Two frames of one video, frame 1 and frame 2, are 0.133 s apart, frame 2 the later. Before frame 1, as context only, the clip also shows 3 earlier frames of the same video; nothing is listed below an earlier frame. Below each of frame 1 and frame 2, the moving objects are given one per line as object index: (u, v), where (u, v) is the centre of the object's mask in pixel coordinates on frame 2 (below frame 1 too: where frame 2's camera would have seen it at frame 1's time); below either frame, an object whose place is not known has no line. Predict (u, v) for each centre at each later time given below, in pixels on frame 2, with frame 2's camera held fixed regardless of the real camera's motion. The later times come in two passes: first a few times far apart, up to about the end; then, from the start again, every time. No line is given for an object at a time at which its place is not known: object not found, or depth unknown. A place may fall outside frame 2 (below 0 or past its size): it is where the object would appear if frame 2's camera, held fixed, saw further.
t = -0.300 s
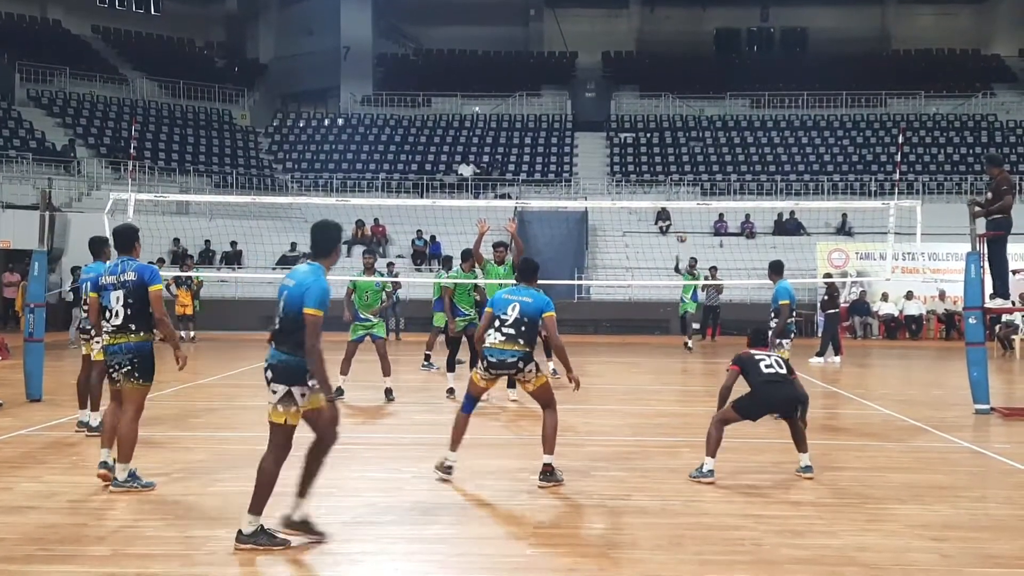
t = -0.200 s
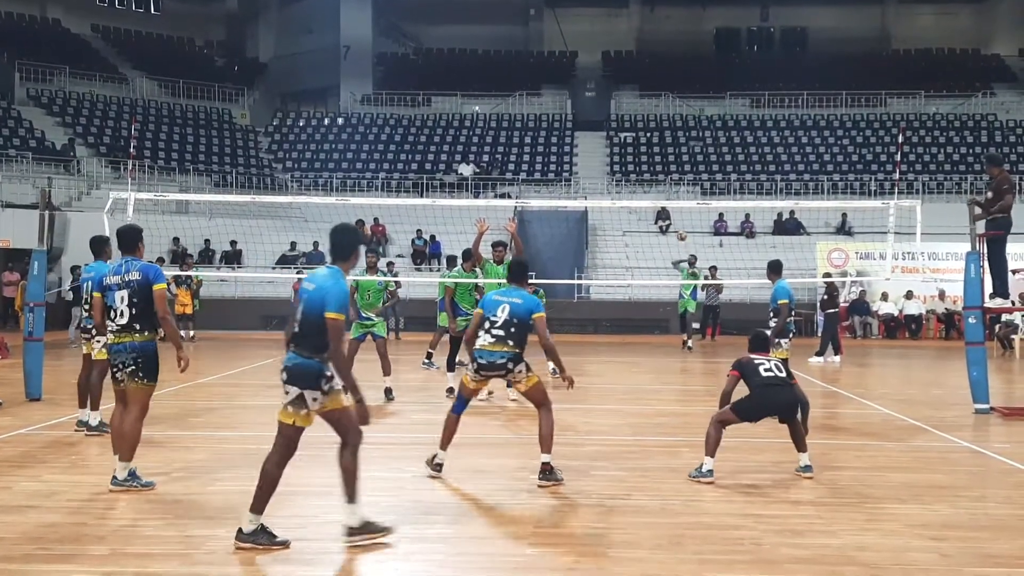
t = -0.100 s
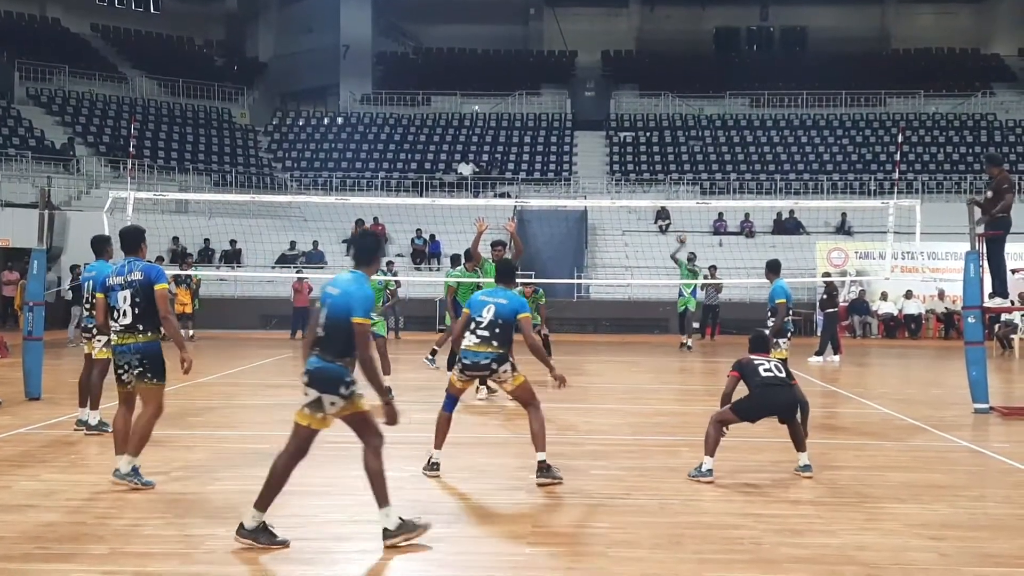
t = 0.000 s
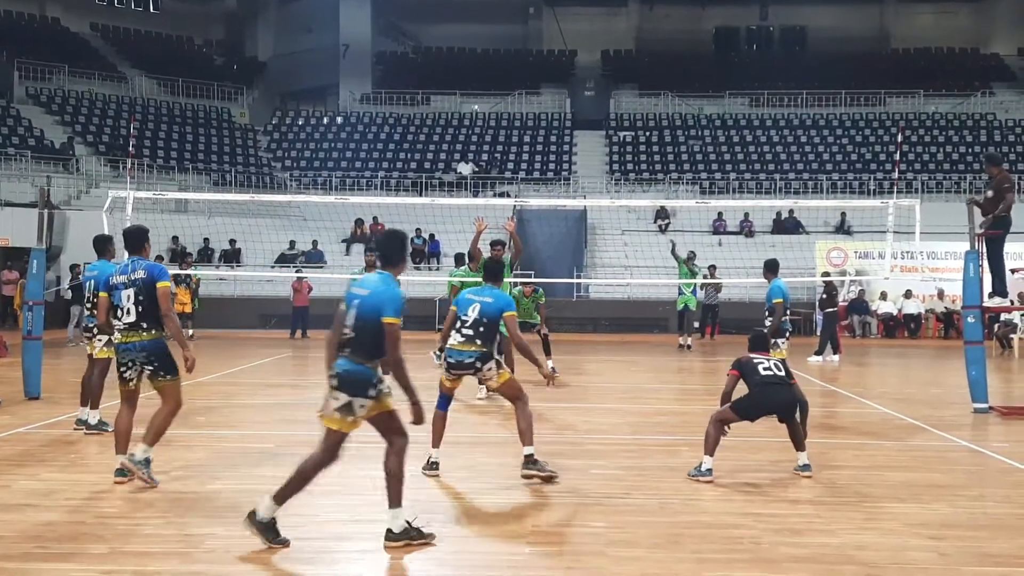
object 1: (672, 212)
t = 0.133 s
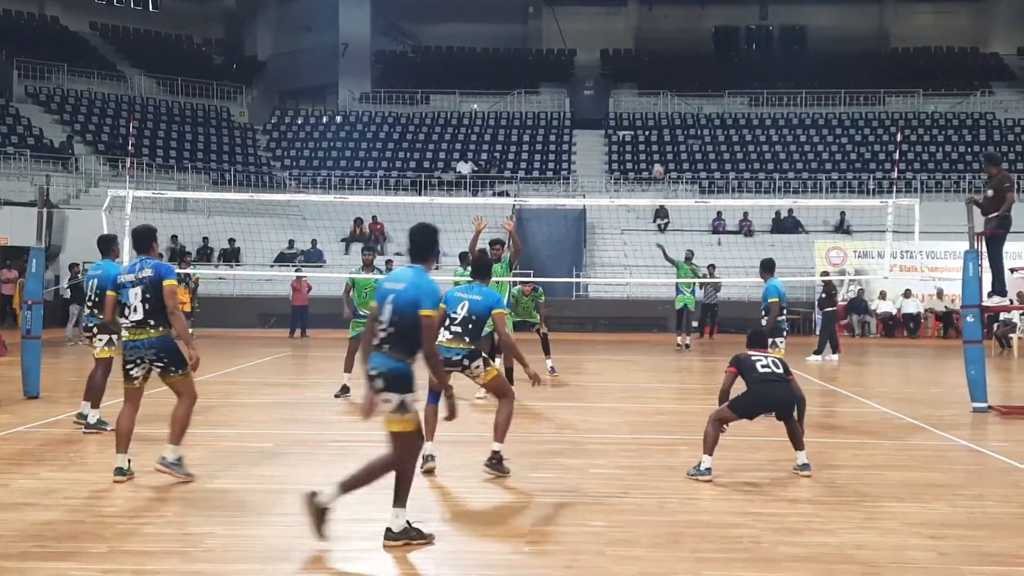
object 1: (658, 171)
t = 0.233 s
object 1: (648, 143)
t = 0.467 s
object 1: (621, 96)
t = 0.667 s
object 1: (587, 78)
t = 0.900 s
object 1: (540, 94)
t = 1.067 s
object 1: (497, 144)
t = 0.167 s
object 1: (655, 162)
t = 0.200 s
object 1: (652, 152)
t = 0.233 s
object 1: (648, 143)
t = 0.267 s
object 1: (645, 135)
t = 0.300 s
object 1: (641, 127)
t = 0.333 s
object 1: (638, 120)
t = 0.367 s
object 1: (634, 113)
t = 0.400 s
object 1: (630, 106)
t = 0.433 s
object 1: (625, 100)
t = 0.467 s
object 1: (621, 96)
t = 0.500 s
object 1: (616, 91)
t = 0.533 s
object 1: (611, 88)
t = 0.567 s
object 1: (605, 84)
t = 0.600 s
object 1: (599, 81)
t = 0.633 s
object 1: (593, 80)
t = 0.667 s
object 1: (587, 78)
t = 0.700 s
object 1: (582, 78)
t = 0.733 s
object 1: (575, 78)
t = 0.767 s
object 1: (568, 79)
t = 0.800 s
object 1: (561, 81)
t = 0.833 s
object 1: (555, 84)
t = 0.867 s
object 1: (548, 89)
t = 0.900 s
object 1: (540, 94)
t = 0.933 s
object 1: (532, 100)
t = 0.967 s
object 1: (524, 109)
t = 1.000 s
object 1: (515, 119)
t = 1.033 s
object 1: (506, 131)
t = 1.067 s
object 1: (497, 144)
